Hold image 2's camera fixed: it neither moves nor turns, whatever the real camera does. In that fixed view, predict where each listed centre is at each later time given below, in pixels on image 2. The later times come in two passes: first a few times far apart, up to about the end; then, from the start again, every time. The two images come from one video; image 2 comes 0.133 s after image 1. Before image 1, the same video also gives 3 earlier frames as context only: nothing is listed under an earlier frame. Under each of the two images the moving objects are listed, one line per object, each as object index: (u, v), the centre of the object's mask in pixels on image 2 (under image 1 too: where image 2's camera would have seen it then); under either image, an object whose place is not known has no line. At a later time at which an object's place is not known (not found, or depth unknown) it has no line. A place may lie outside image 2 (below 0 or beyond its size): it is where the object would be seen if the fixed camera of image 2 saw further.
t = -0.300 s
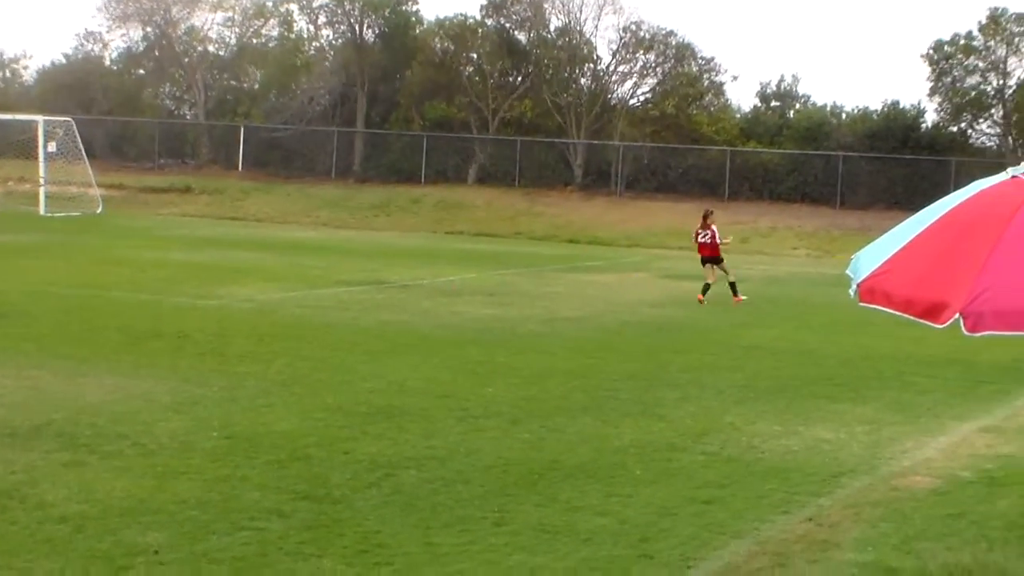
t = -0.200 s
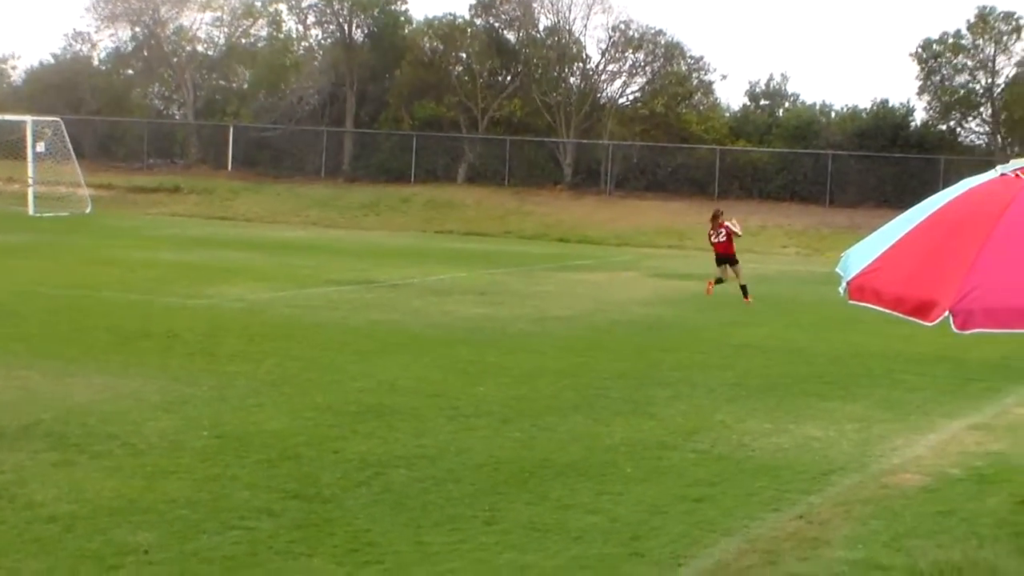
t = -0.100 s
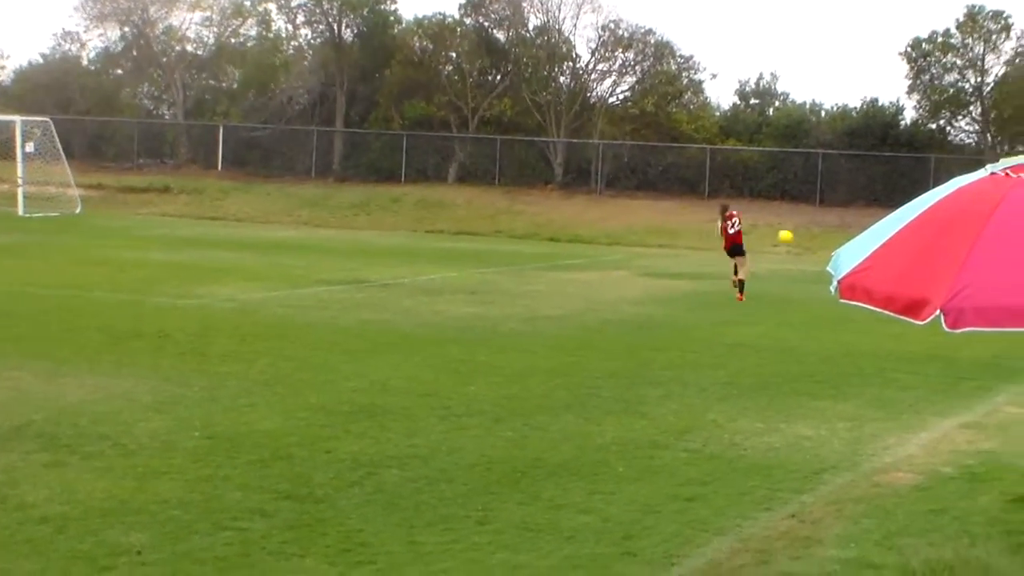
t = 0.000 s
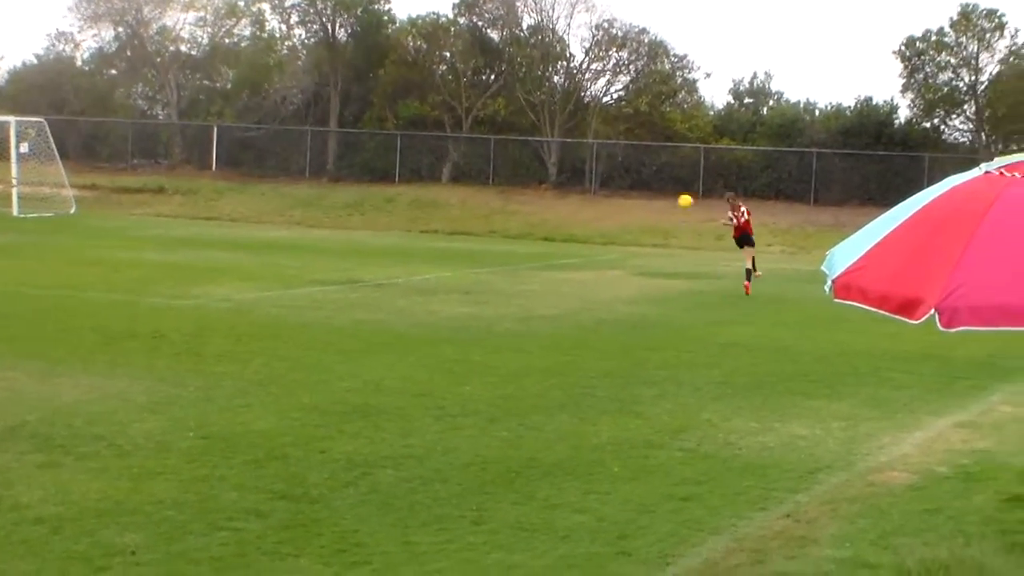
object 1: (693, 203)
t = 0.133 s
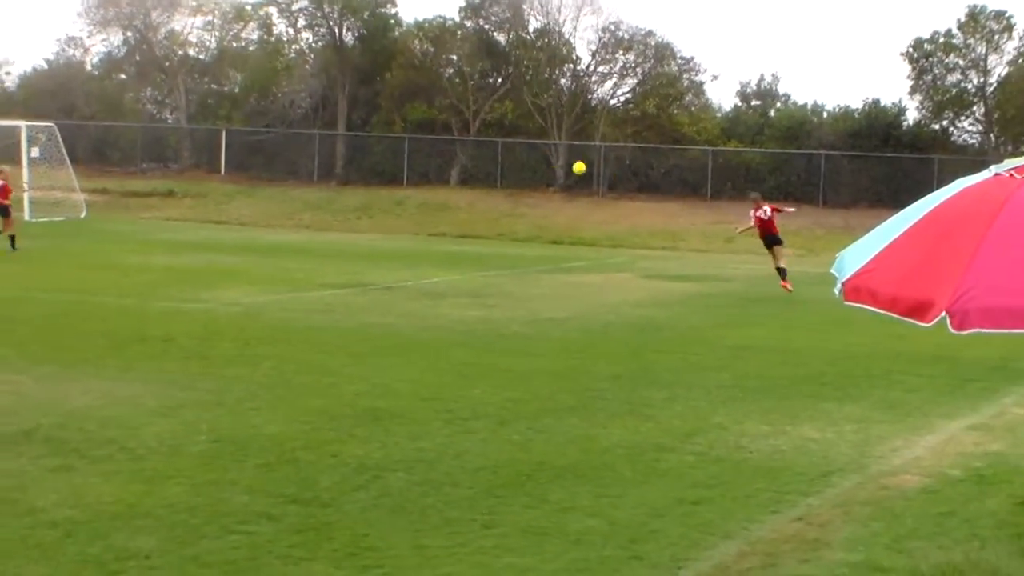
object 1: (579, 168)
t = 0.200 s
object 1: (527, 153)
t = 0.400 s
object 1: (387, 123)
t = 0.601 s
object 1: (264, 109)
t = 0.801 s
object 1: (151, 109)
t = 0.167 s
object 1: (553, 160)
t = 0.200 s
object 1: (527, 153)
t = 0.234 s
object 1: (503, 147)
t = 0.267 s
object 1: (478, 141)
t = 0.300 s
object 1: (455, 136)
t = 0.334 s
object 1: (432, 131)
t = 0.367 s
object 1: (410, 127)
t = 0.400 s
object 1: (387, 123)
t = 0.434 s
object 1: (366, 119)
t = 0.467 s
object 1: (345, 116)
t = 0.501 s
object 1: (324, 114)
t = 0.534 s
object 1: (303, 112)
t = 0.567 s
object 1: (284, 111)
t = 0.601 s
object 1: (264, 109)
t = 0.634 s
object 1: (244, 108)
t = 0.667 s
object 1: (226, 108)
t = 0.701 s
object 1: (206, 108)
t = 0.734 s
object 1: (188, 108)
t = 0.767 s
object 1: (169, 109)
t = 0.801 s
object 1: (151, 109)
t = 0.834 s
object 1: (132, 110)
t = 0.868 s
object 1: (114, 112)
